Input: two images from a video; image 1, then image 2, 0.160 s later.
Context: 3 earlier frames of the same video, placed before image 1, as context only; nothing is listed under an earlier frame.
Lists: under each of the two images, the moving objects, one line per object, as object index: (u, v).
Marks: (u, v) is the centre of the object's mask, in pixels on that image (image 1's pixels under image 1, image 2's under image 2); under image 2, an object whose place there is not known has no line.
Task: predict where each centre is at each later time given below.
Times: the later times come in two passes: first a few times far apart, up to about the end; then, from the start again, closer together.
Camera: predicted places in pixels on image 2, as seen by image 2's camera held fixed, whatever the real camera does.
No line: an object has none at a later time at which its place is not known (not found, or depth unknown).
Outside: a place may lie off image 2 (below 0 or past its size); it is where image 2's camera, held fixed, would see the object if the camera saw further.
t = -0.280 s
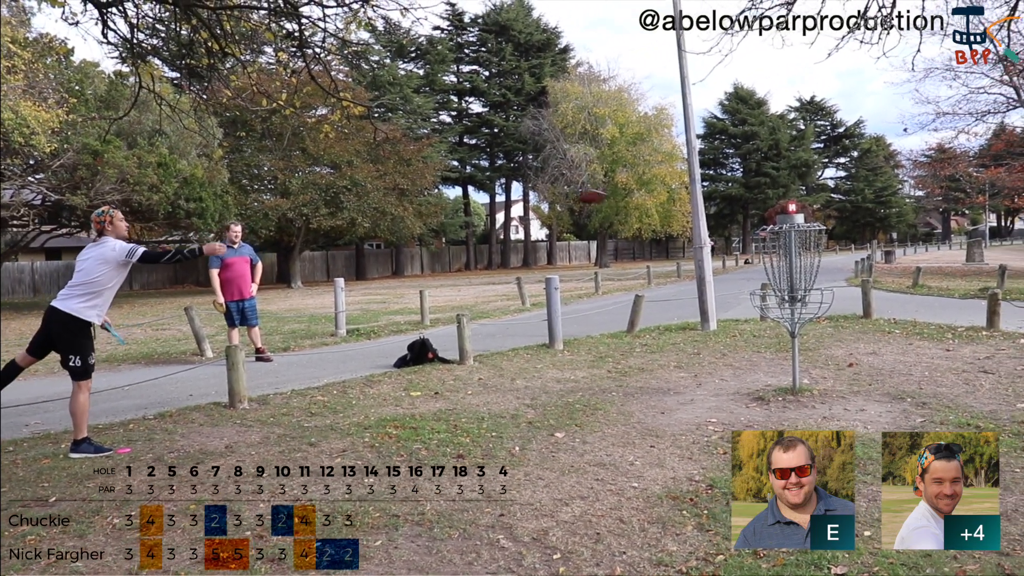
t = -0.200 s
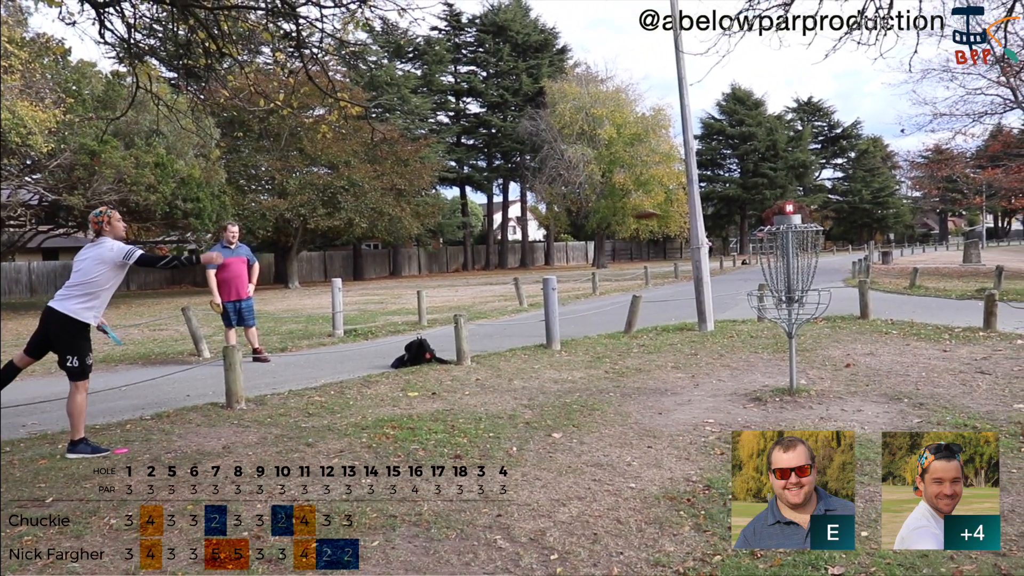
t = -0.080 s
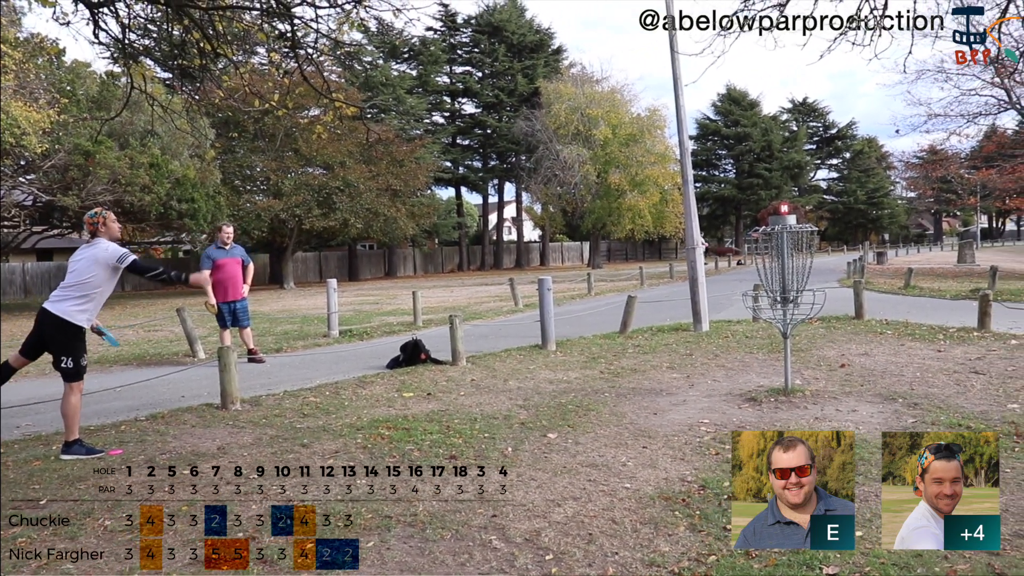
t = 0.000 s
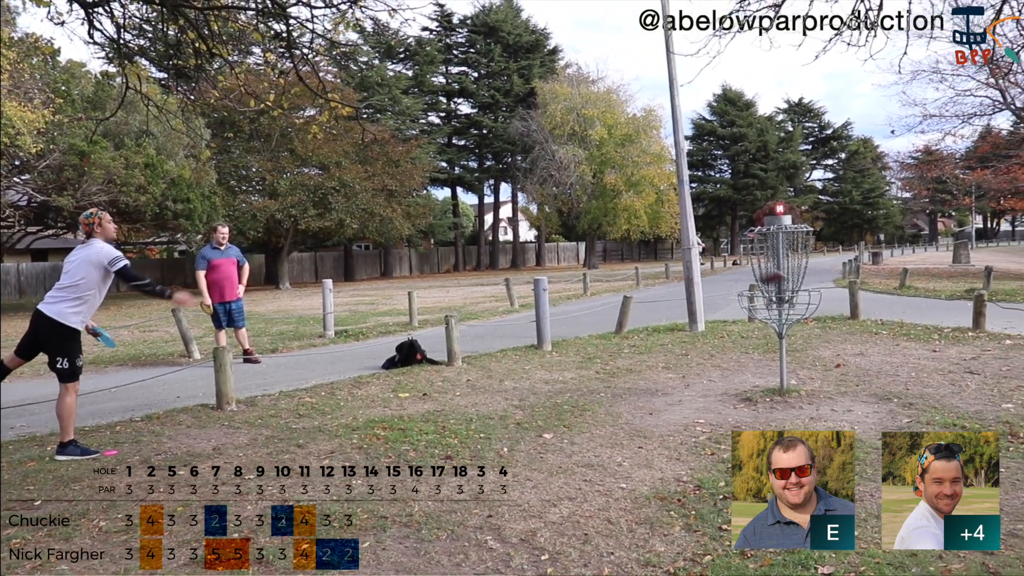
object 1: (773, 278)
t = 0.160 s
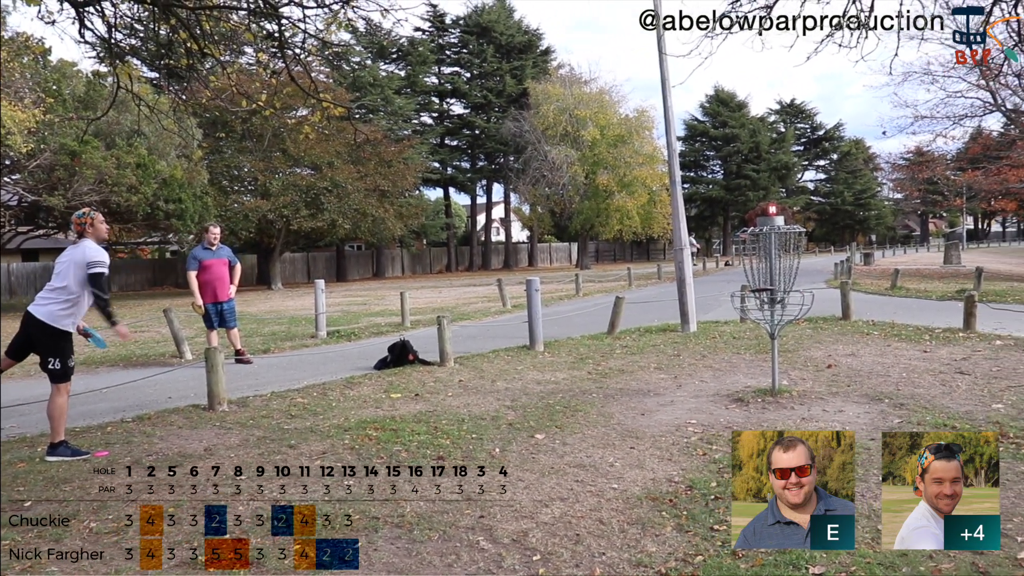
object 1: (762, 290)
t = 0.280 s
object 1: (741, 294)
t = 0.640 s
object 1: (735, 326)
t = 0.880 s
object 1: (728, 391)
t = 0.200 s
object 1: (753, 291)
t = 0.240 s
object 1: (747, 292)
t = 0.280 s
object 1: (741, 294)
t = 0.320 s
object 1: (738, 293)
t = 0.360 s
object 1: (731, 295)
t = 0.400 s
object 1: (735, 296)
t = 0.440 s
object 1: (735, 297)
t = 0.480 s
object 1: (735, 299)
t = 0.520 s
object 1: (733, 303)
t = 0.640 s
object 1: (735, 326)
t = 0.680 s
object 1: (734, 338)
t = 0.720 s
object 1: (734, 352)
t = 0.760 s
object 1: (735, 368)
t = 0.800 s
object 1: (735, 384)
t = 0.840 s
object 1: (736, 391)
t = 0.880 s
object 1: (728, 391)
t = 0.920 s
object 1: (723, 387)
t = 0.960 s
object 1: (720, 385)
